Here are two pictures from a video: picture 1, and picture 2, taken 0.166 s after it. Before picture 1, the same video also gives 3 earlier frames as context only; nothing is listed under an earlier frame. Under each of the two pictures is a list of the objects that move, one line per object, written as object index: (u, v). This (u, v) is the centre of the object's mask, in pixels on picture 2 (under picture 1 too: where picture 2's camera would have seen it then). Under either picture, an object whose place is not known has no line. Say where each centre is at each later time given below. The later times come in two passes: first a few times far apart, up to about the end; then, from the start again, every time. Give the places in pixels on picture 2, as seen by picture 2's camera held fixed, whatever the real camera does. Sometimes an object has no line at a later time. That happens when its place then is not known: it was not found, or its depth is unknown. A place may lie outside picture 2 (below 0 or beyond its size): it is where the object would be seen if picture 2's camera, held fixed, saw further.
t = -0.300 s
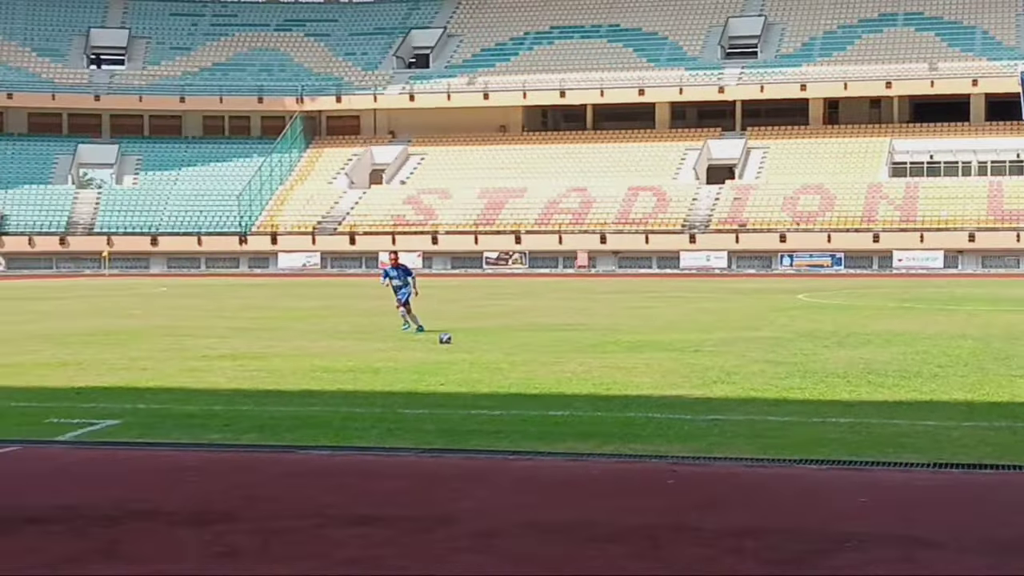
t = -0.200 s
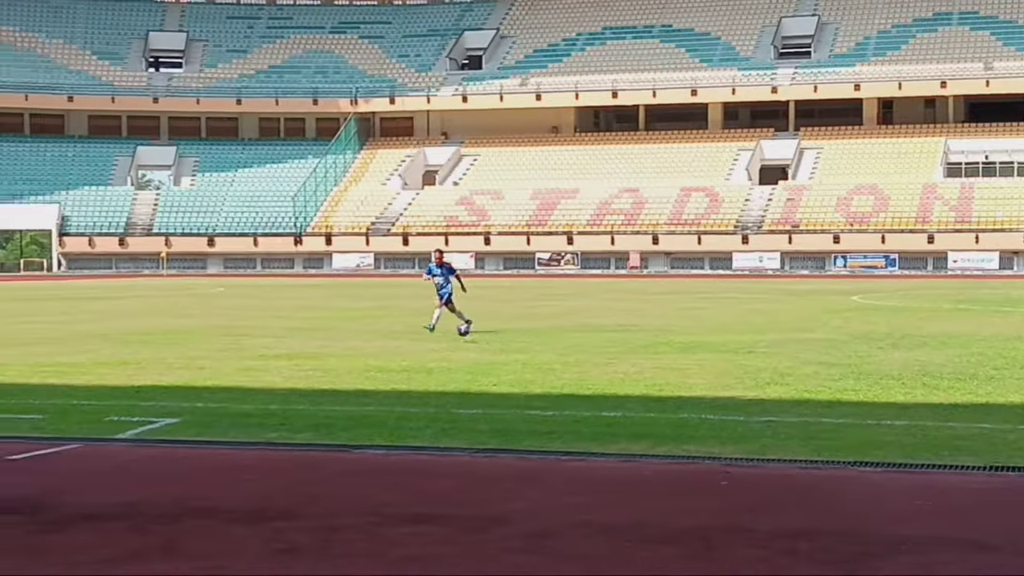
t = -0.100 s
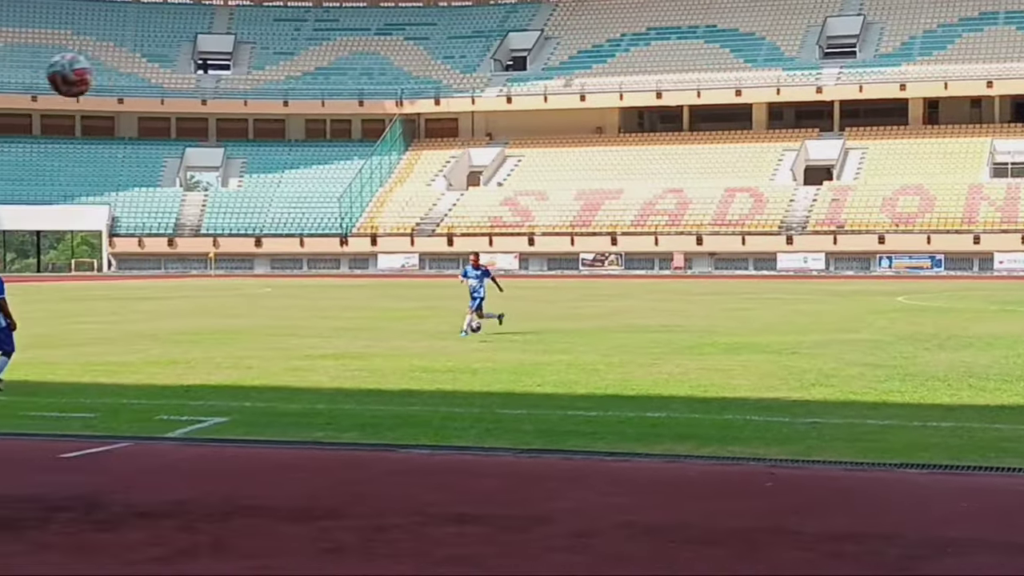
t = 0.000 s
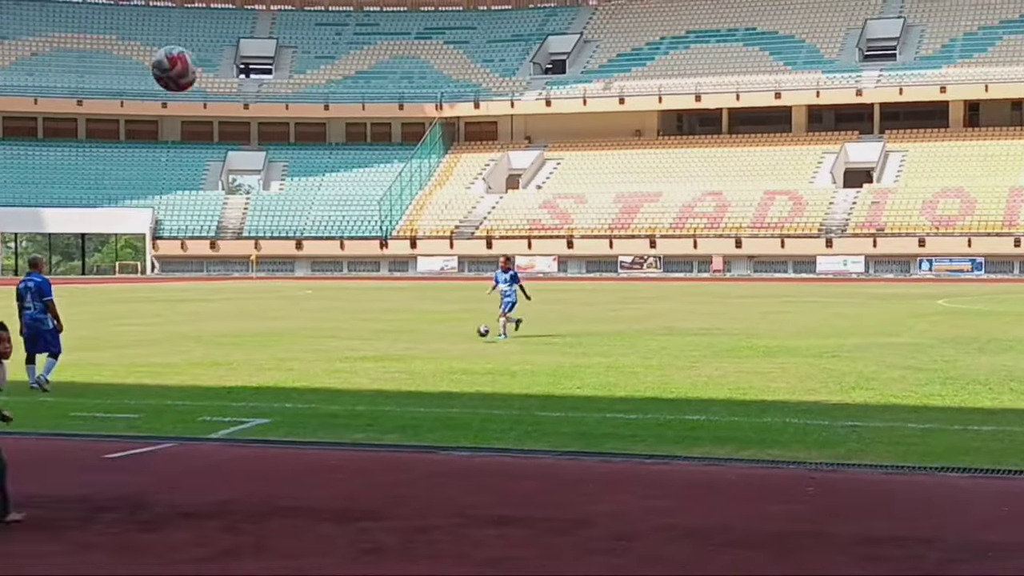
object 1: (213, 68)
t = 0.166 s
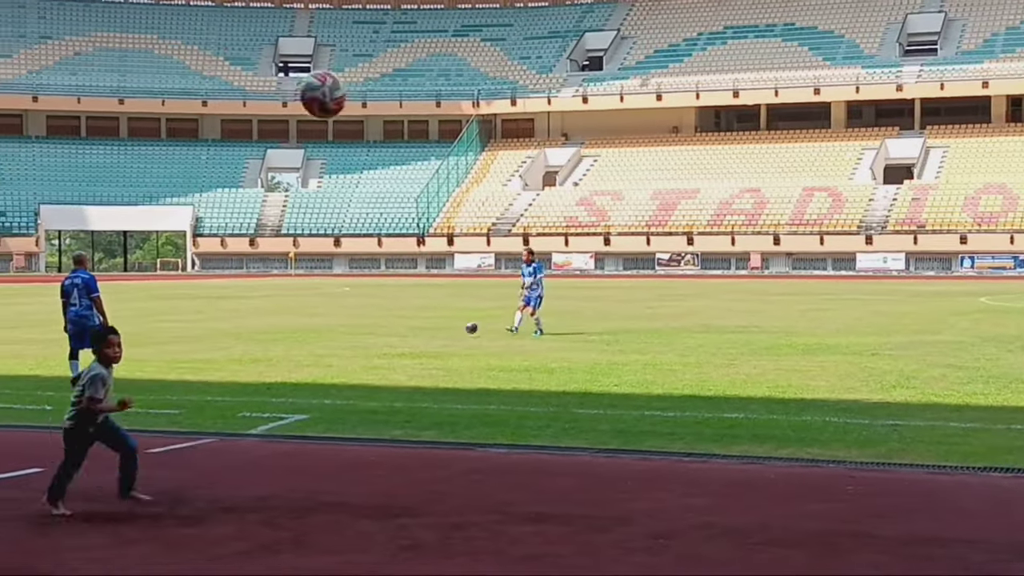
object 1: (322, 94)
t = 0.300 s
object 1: (419, 162)
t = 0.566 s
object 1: (646, 456)
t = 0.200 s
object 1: (346, 108)
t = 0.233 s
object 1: (370, 123)
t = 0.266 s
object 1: (395, 141)
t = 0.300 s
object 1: (419, 162)
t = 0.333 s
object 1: (444, 187)
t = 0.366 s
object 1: (471, 215)
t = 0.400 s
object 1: (499, 246)
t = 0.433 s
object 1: (526, 280)
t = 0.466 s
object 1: (555, 318)
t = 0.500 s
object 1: (586, 360)
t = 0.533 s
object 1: (616, 407)
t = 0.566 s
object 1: (646, 456)
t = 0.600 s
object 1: (679, 512)
